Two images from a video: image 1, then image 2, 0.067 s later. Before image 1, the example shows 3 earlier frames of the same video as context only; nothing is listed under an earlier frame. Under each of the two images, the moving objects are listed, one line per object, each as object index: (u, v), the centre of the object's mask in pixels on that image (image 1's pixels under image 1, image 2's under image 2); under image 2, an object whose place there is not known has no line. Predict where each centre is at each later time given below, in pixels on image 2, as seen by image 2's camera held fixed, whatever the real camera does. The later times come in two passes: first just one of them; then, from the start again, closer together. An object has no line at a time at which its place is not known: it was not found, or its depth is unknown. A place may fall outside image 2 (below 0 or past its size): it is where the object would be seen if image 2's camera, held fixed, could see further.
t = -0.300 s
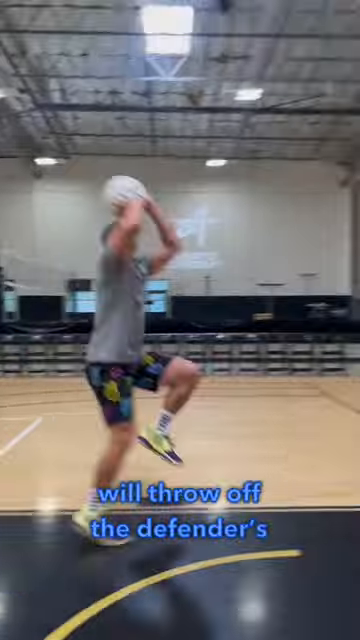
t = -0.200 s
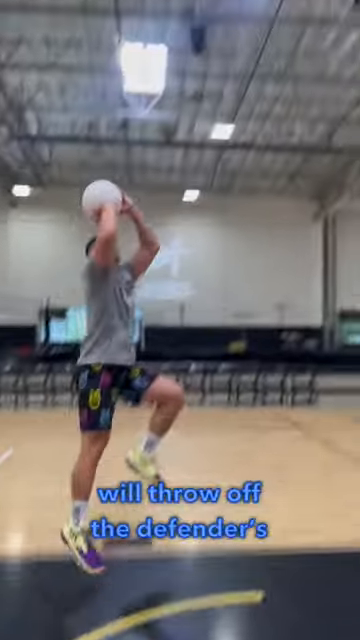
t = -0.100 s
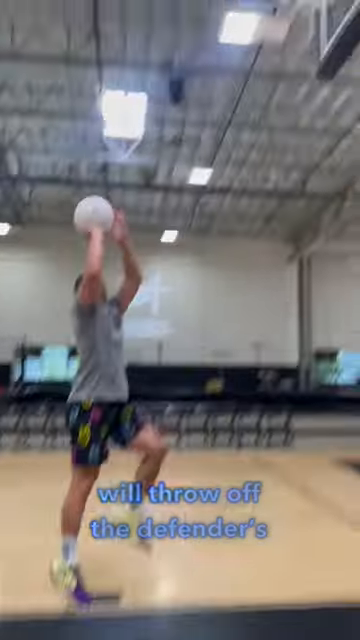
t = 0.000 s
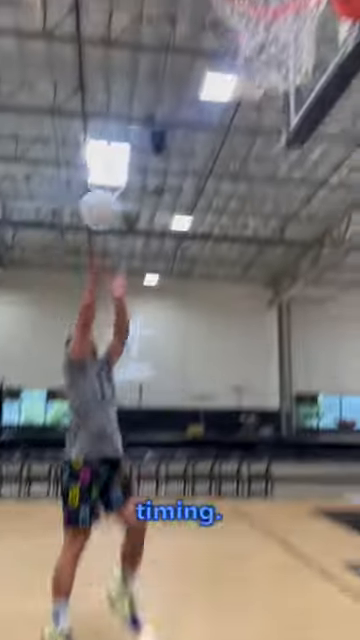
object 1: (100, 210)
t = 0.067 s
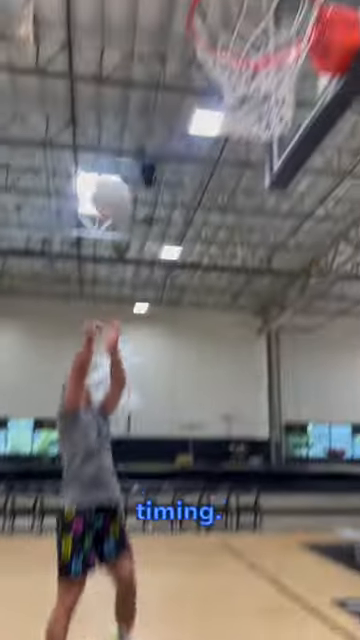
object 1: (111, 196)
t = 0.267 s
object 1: (180, 99)
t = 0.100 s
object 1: (122, 179)
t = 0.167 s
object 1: (144, 144)
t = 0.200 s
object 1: (156, 129)
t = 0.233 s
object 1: (167, 115)
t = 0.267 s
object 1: (180, 99)
